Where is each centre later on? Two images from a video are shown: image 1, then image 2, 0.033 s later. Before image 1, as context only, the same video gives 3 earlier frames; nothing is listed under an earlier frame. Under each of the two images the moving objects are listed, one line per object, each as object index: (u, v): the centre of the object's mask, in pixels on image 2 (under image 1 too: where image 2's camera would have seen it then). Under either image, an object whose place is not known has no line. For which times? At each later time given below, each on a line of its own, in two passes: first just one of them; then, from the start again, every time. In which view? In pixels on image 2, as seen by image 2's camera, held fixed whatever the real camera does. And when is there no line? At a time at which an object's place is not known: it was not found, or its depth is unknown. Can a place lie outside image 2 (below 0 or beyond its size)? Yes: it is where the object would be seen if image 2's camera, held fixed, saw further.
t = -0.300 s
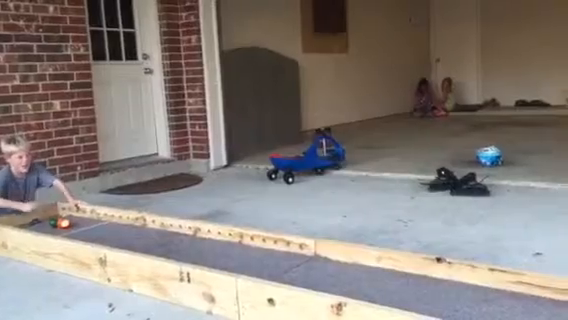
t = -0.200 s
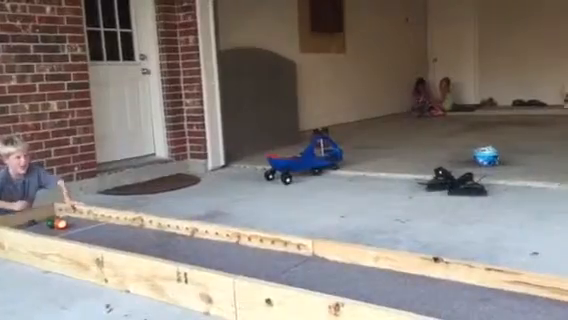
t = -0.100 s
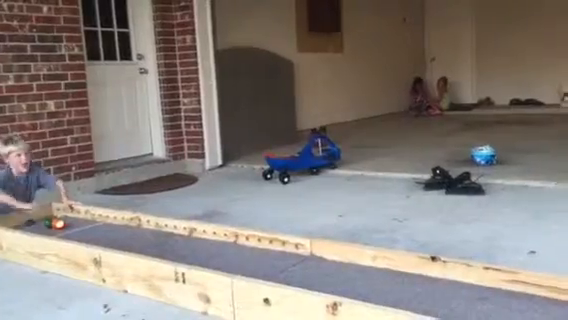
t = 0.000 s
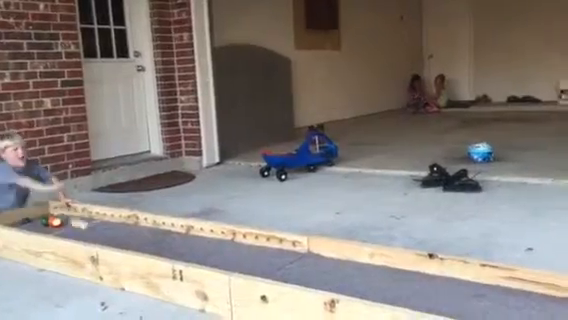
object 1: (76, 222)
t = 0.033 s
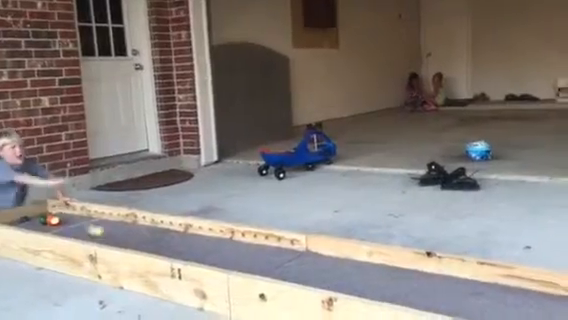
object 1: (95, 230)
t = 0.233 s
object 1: (210, 256)
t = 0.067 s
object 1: (112, 231)
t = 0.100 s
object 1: (128, 232)
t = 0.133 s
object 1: (147, 236)
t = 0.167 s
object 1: (167, 241)
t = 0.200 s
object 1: (188, 250)
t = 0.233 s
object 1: (210, 256)
